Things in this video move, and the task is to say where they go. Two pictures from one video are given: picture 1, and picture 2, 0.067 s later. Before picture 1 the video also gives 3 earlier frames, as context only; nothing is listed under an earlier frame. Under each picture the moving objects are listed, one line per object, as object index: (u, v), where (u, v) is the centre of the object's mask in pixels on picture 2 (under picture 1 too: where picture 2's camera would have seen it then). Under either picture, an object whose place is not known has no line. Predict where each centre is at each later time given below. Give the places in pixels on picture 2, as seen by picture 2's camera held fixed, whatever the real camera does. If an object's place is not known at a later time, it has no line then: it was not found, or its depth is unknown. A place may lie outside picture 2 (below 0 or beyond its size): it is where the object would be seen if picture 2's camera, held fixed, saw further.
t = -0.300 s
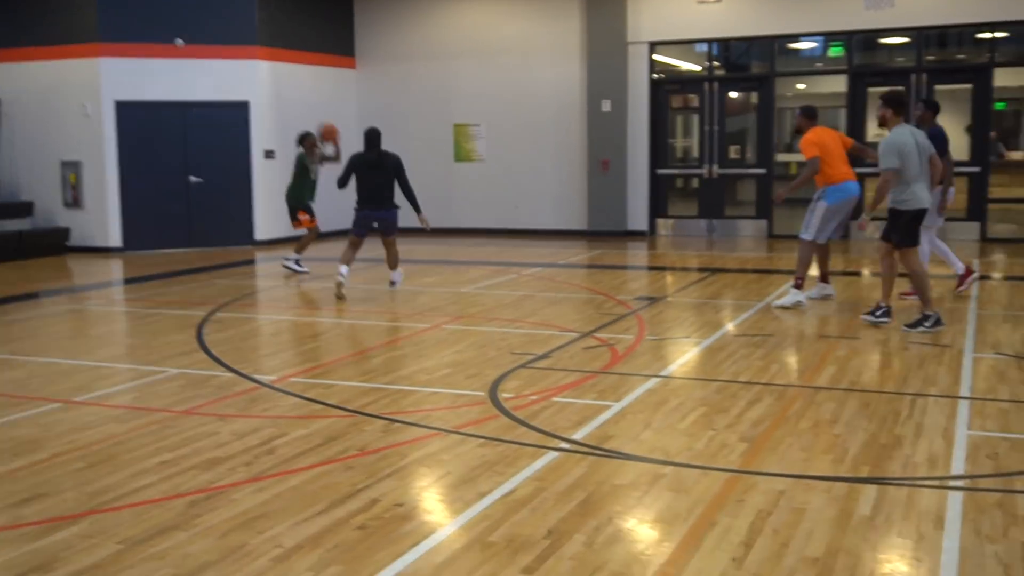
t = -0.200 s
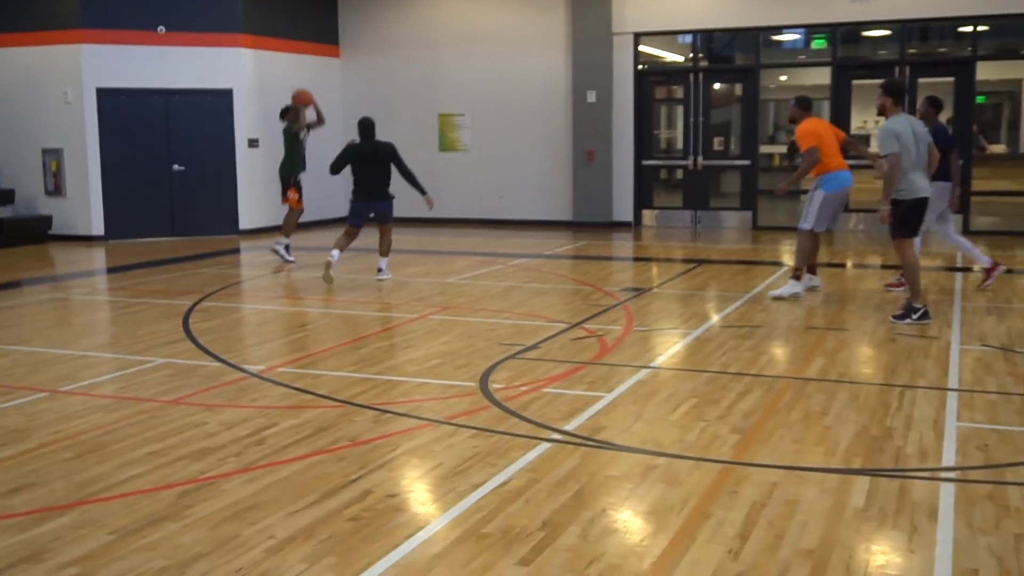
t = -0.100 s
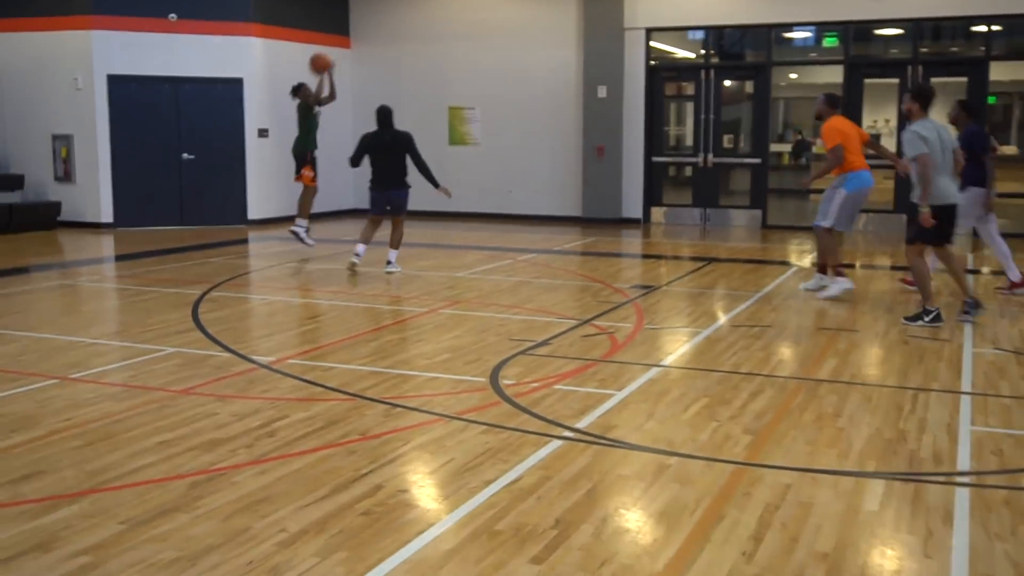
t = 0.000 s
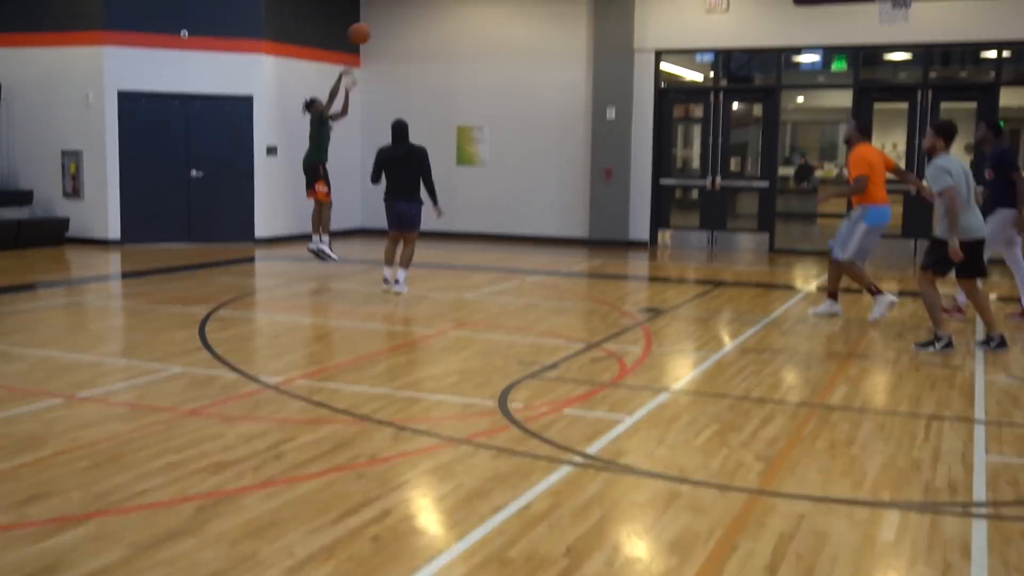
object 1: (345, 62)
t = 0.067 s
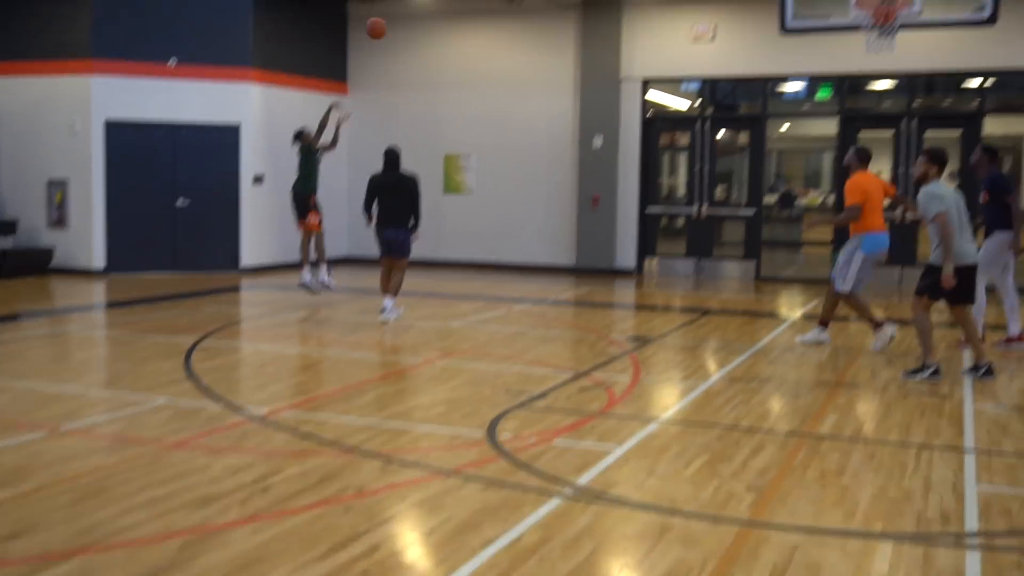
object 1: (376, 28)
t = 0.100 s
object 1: (391, 13)
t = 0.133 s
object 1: (405, -1)
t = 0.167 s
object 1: (422, -16)
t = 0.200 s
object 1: (438, -30)
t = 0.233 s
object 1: (452, -40)
